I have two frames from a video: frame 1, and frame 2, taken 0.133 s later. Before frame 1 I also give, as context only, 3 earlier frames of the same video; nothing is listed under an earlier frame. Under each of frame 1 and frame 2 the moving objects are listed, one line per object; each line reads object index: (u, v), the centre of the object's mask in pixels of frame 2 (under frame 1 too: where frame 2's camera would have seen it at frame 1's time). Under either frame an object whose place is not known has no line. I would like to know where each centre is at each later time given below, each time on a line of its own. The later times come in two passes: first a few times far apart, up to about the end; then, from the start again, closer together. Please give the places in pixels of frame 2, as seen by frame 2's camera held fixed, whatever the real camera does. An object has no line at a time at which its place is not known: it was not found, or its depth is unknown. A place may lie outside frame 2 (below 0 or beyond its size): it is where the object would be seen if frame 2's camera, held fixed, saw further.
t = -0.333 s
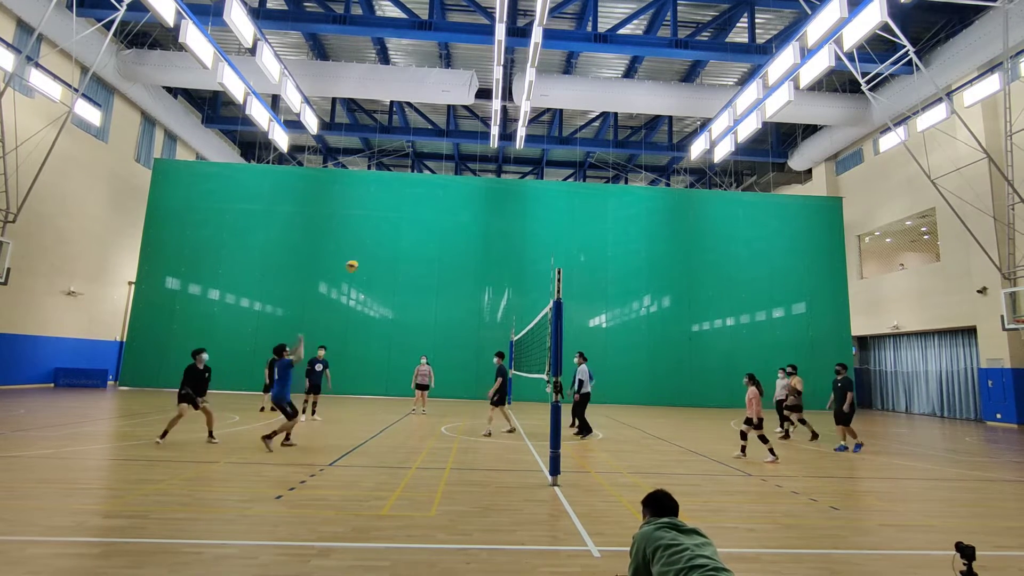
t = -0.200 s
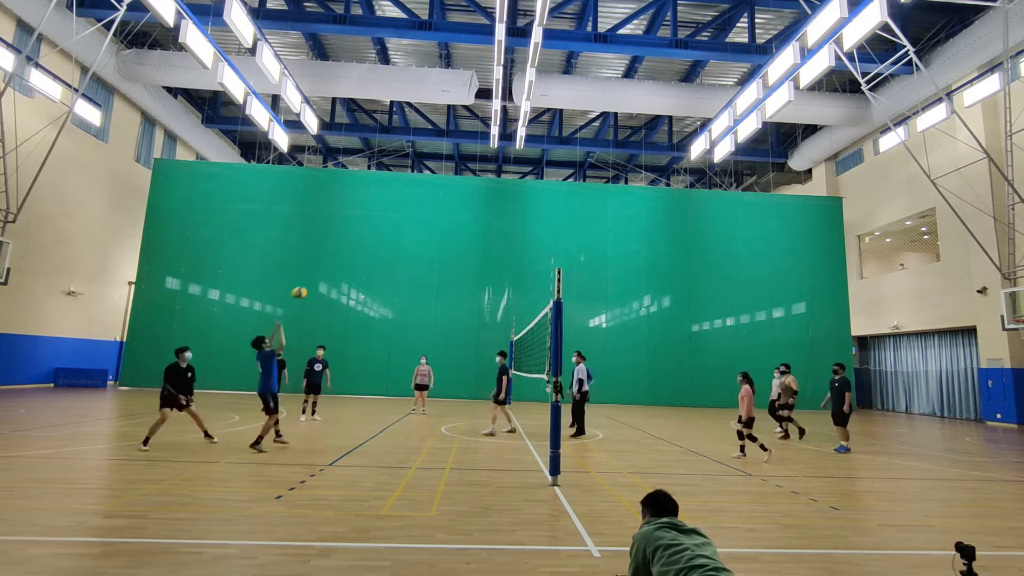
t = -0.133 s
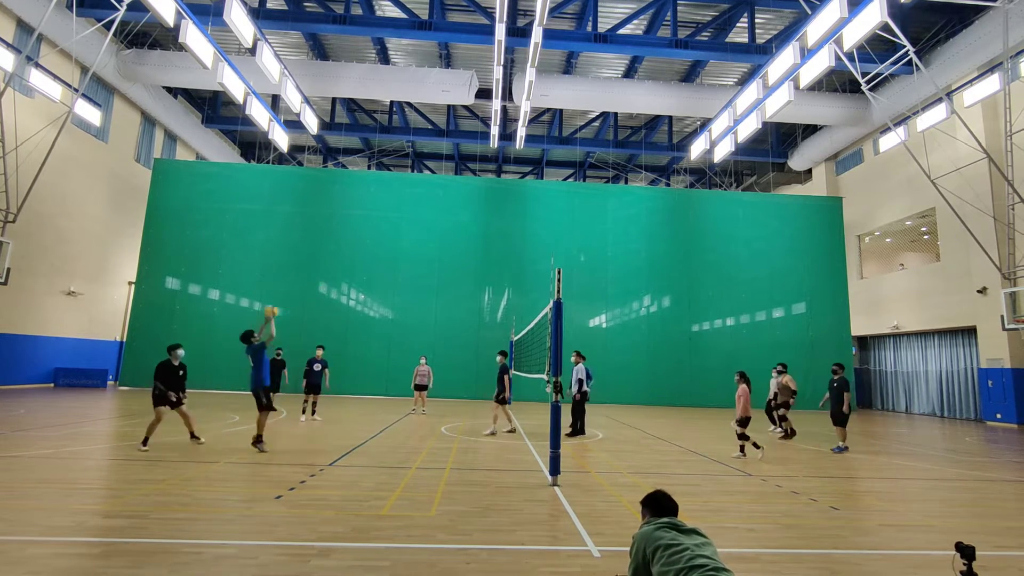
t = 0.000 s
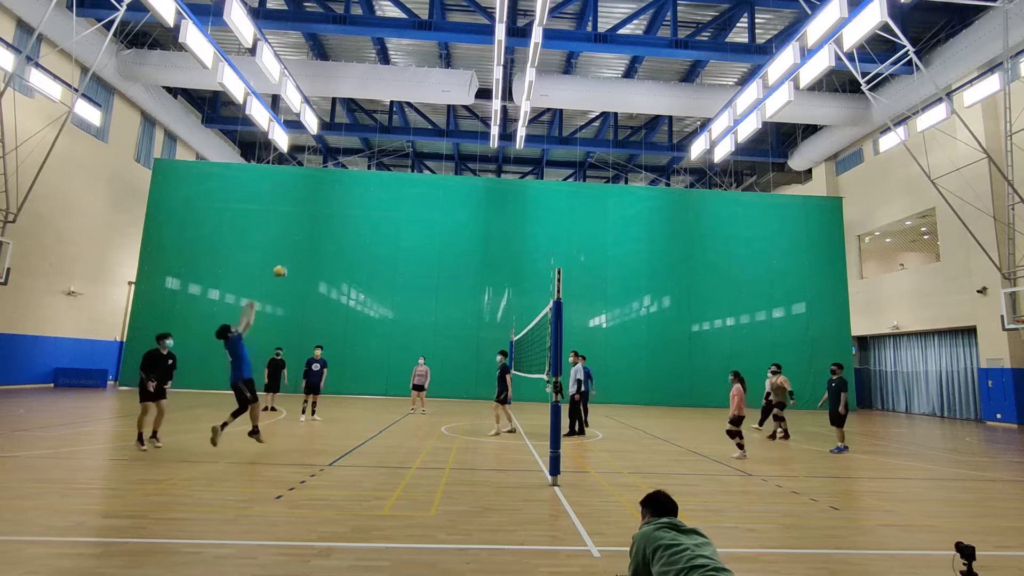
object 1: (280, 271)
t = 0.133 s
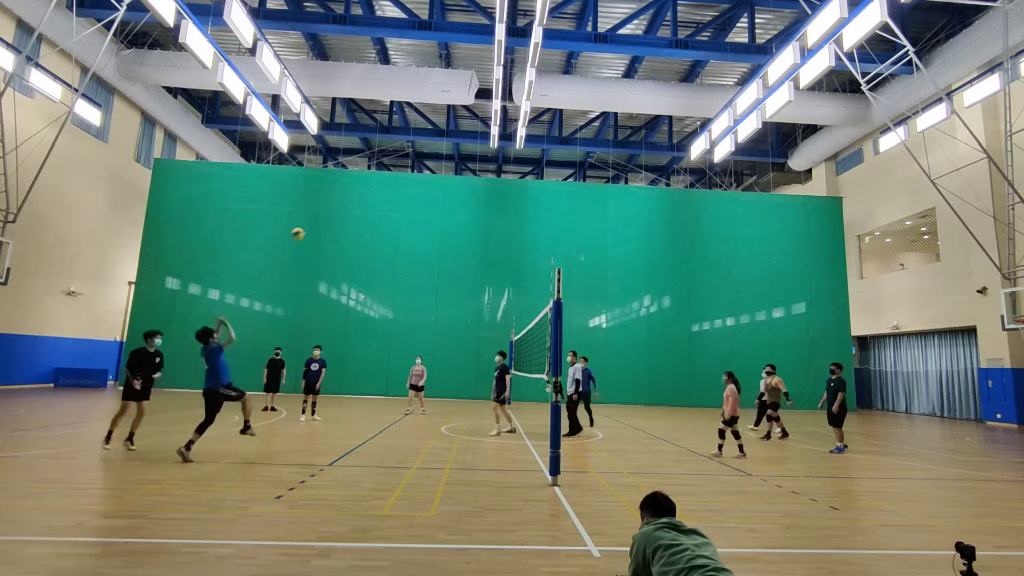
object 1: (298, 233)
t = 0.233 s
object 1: (311, 214)
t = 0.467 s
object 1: (334, 193)
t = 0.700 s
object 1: (352, 199)
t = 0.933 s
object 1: (366, 230)
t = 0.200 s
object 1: (306, 220)
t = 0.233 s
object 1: (311, 214)
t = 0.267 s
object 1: (314, 209)
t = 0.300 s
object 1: (318, 205)
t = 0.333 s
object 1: (321, 201)
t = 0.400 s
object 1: (328, 196)
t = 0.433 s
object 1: (331, 194)
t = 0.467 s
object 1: (334, 193)
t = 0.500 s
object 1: (337, 192)
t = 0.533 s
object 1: (340, 192)
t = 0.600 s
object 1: (345, 193)
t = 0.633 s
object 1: (347, 195)
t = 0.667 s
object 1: (350, 197)
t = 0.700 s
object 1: (352, 199)
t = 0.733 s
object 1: (354, 202)
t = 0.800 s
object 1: (358, 210)
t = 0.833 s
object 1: (360, 214)
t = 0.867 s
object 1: (362, 219)
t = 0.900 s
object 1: (364, 224)
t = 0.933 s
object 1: (366, 230)
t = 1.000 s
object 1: (369, 244)
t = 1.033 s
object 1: (370, 251)
